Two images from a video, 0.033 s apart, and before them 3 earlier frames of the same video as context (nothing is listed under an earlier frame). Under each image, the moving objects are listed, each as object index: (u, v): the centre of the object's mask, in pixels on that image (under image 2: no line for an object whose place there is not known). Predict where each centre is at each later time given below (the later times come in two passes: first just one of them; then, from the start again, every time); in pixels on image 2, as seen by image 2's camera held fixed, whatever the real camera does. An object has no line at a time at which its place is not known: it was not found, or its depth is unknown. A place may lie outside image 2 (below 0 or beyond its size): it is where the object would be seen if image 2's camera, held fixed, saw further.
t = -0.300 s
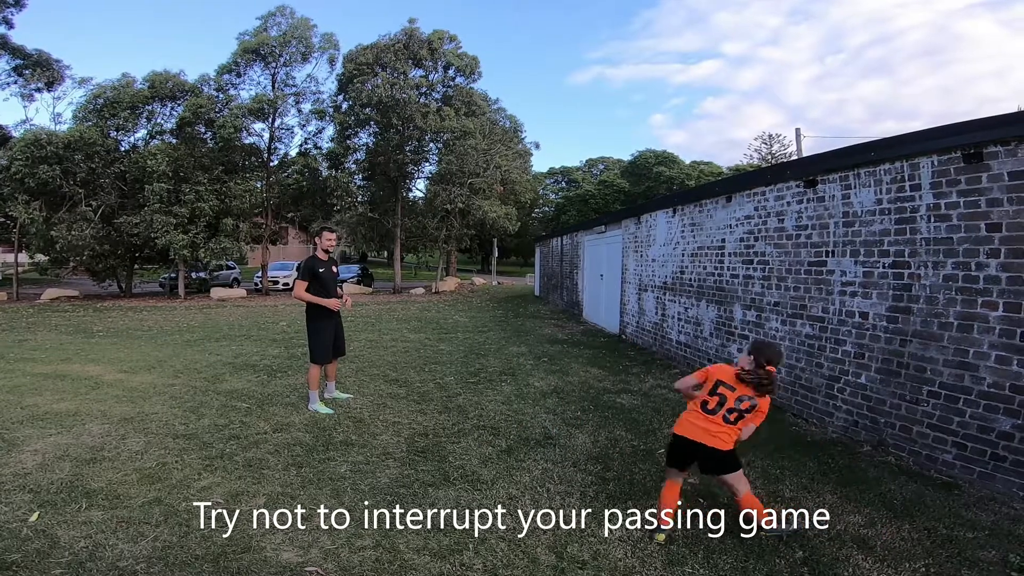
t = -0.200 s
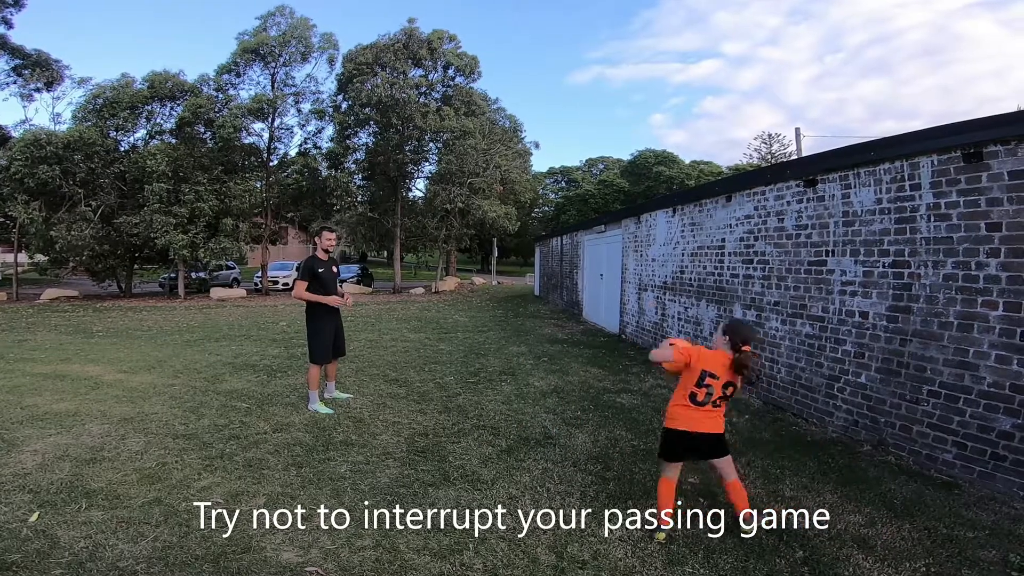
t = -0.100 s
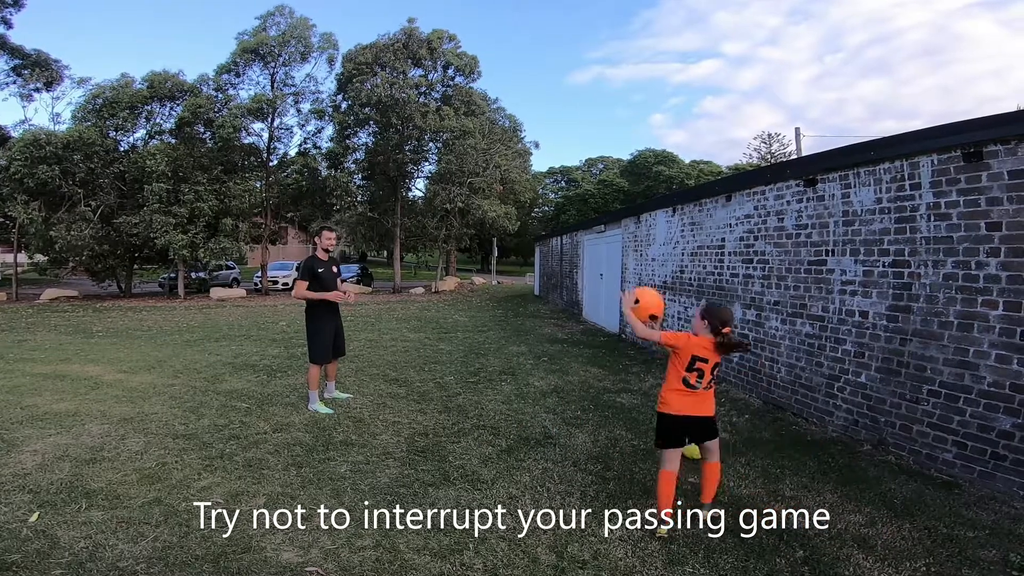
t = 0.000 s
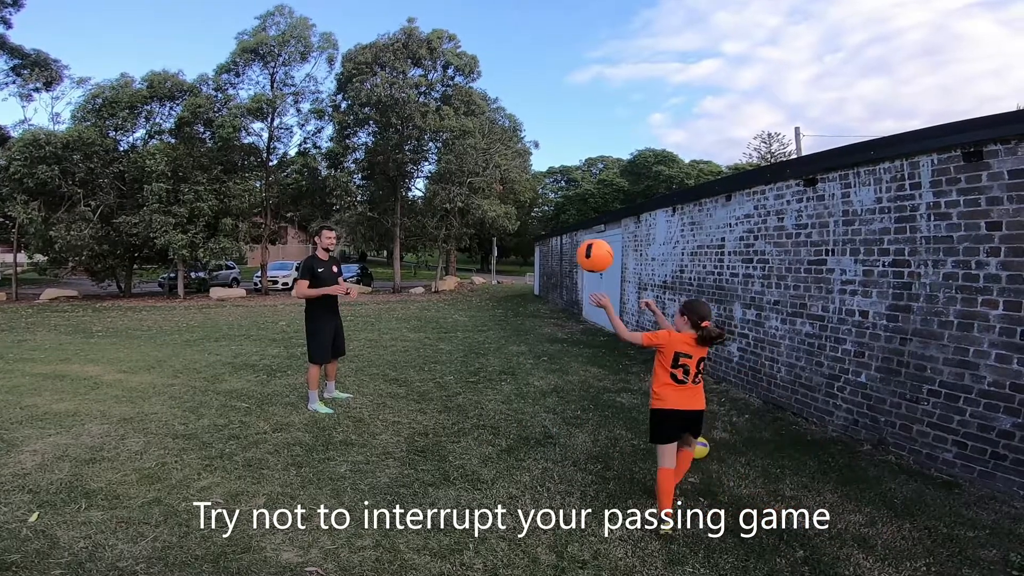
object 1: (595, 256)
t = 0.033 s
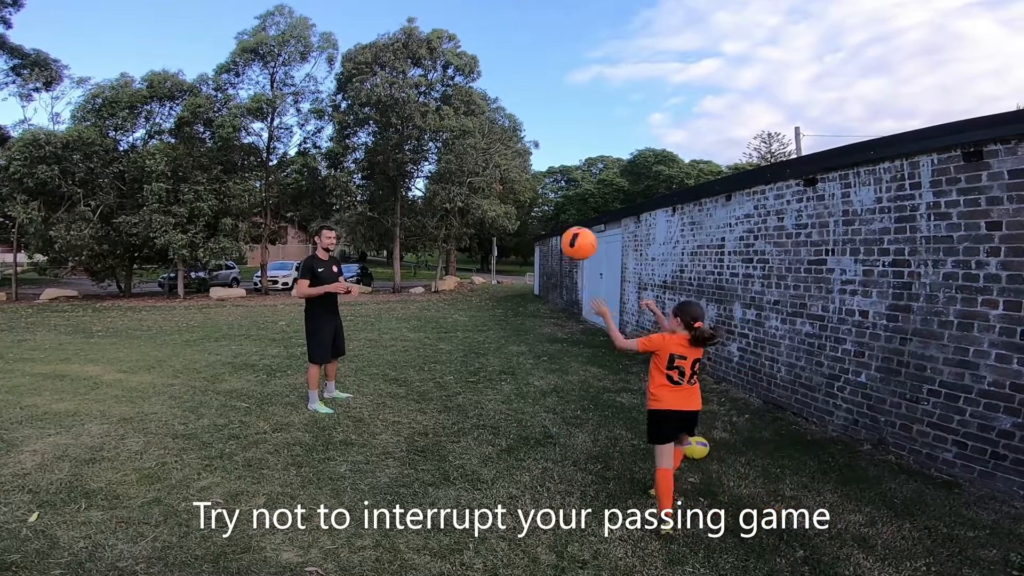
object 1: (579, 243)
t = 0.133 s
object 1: (534, 220)
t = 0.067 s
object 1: (564, 234)
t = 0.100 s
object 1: (548, 226)
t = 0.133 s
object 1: (534, 220)
